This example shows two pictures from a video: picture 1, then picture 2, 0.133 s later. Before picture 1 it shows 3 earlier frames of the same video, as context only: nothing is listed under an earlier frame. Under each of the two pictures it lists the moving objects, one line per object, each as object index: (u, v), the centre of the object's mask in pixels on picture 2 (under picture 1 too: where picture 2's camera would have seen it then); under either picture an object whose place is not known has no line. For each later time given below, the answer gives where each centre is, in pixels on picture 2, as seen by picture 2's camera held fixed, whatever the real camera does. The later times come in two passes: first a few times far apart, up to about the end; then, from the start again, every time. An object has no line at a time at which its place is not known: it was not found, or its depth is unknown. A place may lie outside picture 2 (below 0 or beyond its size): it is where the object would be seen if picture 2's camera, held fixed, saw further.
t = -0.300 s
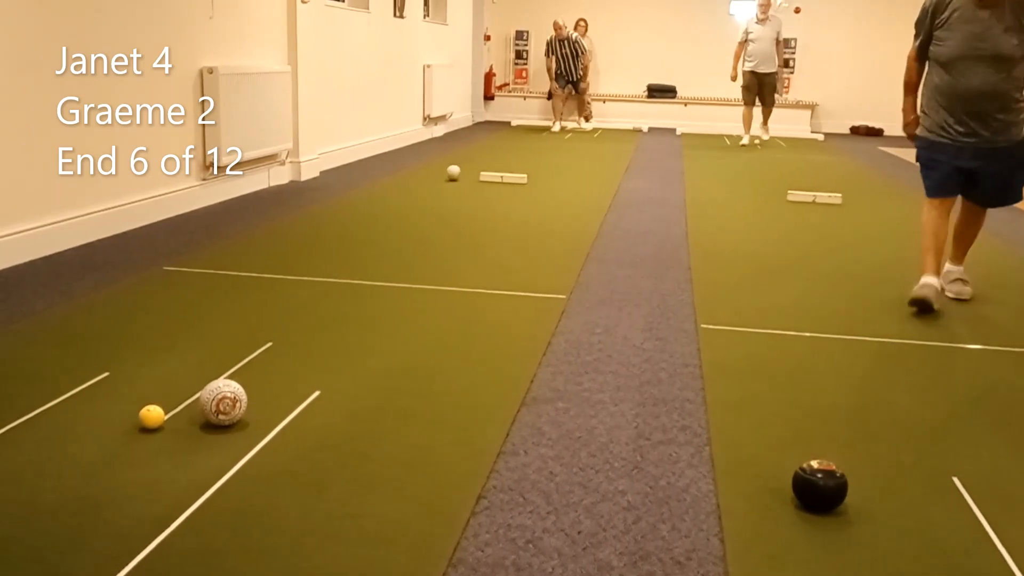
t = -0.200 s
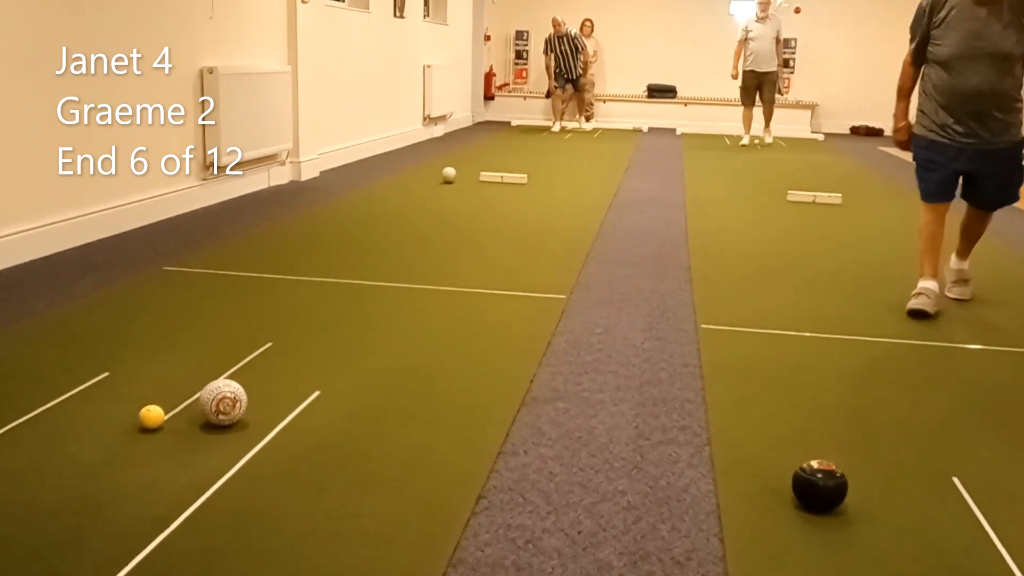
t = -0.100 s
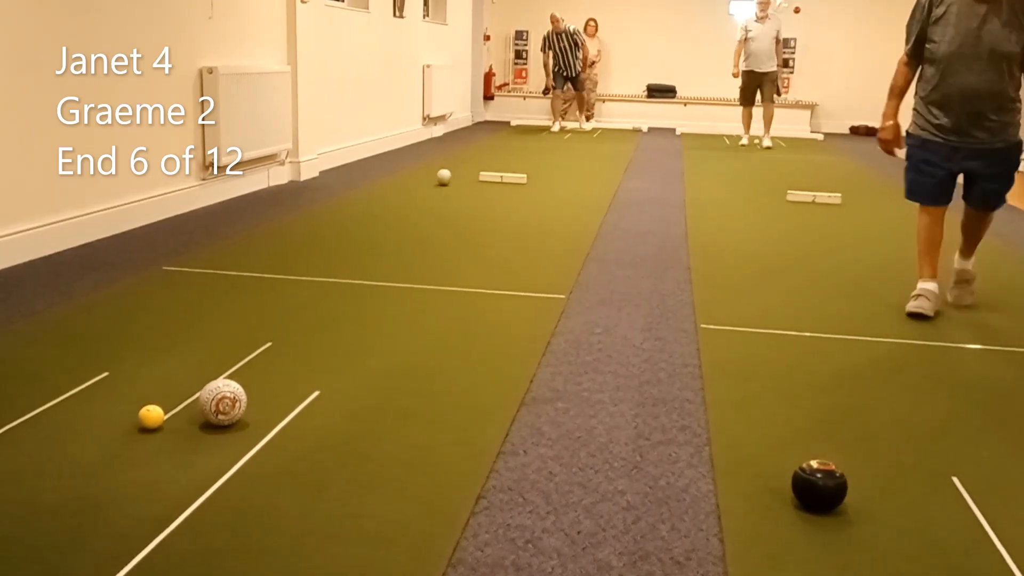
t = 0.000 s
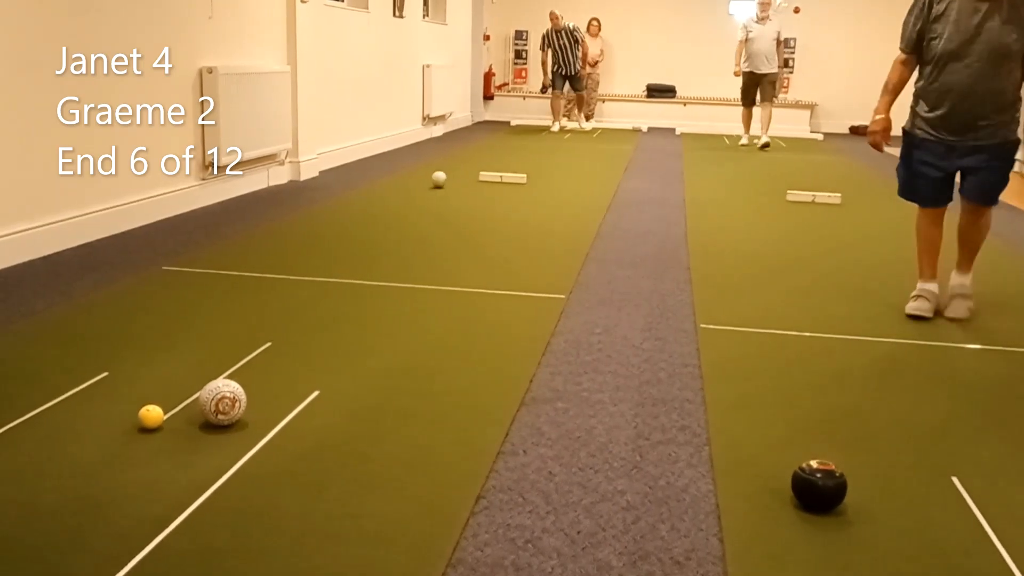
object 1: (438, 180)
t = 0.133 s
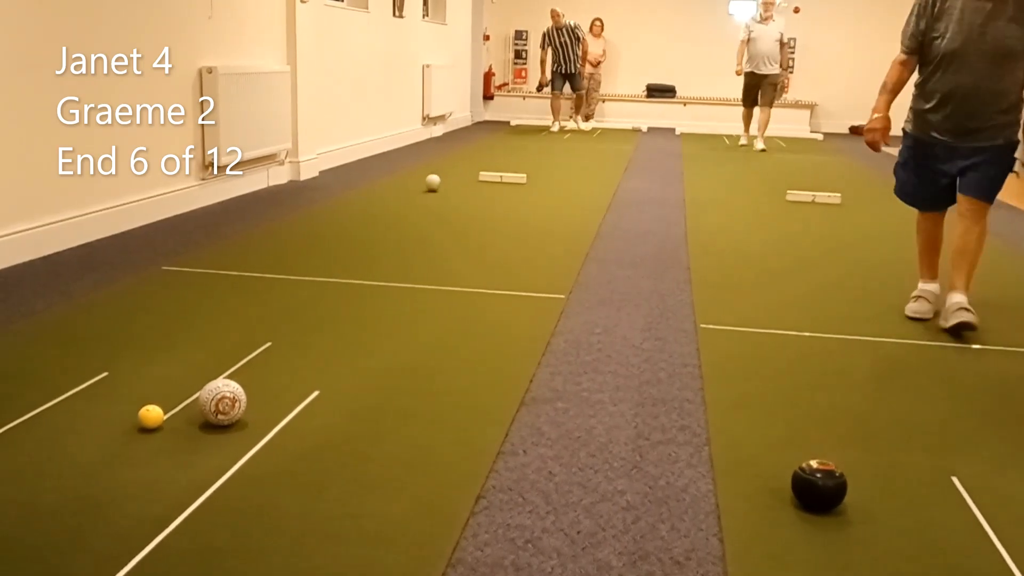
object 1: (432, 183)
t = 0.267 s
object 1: (426, 187)
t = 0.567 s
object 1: (413, 195)
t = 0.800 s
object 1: (402, 202)
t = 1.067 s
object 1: (390, 210)
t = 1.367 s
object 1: (376, 220)
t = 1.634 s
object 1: (364, 230)
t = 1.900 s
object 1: (351, 240)
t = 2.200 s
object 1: (336, 253)
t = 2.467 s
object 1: (322, 264)
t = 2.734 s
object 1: (307, 277)
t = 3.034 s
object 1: (289, 291)
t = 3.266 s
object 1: (274, 303)
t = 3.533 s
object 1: (260, 317)
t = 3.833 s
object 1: (246, 333)
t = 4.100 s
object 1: (236, 347)
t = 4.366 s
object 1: (229, 359)
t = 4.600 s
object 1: (225, 367)
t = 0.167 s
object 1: (431, 184)
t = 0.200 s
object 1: (429, 185)
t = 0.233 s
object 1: (428, 186)
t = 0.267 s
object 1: (426, 187)
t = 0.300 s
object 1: (425, 187)
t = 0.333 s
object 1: (423, 188)
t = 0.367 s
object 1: (422, 189)
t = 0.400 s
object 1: (420, 190)
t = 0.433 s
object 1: (419, 191)
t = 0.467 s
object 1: (417, 192)
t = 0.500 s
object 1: (415, 193)
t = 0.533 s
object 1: (414, 194)
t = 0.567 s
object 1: (413, 195)
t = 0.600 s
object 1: (411, 196)
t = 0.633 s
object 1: (409, 197)
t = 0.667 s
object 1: (408, 198)
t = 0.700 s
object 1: (407, 199)
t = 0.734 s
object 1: (405, 200)
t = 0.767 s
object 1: (404, 201)
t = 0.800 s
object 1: (402, 202)
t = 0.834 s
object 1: (401, 202)
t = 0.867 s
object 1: (399, 204)
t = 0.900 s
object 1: (398, 205)
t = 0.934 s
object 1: (396, 206)
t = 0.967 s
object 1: (395, 207)
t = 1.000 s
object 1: (393, 208)
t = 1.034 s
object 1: (392, 209)
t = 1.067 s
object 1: (390, 210)
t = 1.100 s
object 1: (388, 211)
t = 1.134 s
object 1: (387, 212)
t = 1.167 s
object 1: (385, 213)
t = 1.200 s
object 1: (383, 214)
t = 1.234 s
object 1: (382, 215)
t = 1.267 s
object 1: (381, 217)
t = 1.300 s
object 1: (379, 218)
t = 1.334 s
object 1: (377, 219)
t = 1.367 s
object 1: (376, 220)
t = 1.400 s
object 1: (374, 221)
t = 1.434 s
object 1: (373, 222)
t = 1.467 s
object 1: (371, 223)
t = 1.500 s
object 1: (370, 225)
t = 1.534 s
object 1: (369, 226)
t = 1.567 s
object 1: (367, 227)
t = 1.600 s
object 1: (365, 229)
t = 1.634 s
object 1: (364, 230)
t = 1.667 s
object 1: (362, 231)
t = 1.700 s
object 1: (361, 232)
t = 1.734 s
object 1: (359, 234)
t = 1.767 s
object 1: (358, 235)
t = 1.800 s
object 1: (356, 236)
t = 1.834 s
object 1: (355, 238)
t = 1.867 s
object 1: (353, 239)
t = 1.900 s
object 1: (351, 240)
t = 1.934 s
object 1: (350, 241)
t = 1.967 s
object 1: (348, 243)
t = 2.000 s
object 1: (346, 244)
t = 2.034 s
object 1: (344, 246)
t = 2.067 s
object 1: (343, 247)
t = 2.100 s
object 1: (341, 248)
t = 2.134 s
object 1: (340, 250)
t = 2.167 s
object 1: (338, 251)
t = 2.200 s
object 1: (336, 253)
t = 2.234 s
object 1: (334, 254)
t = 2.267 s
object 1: (333, 255)
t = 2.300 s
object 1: (331, 257)
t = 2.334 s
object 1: (329, 258)
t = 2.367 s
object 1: (327, 260)
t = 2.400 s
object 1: (326, 261)
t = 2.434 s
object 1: (324, 263)
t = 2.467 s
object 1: (322, 264)
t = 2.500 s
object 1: (320, 266)
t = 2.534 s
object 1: (318, 267)
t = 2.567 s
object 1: (316, 269)
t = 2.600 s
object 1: (315, 271)
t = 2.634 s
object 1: (313, 272)
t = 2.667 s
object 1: (311, 274)
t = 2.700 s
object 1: (309, 275)
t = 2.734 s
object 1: (307, 277)
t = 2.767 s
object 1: (305, 278)
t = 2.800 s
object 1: (303, 280)
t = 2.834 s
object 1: (300, 282)
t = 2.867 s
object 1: (299, 283)
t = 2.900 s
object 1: (296, 285)
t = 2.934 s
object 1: (294, 286)
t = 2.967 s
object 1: (292, 288)
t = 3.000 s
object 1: (290, 290)
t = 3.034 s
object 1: (289, 291)
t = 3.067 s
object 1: (287, 293)
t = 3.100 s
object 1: (285, 294)
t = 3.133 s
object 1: (282, 296)
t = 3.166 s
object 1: (280, 298)
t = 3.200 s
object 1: (278, 299)
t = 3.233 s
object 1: (277, 301)
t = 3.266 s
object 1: (274, 303)
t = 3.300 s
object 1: (272, 305)
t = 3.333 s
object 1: (271, 306)
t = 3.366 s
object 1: (269, 308)
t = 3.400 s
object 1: (267, 310)
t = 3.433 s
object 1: (265, 312)
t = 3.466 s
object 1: (263, 313)
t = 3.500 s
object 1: (262, 315)
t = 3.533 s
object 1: (260, 317)
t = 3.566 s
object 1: (258, 319)
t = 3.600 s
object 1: (257, 320)
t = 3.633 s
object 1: (256, 322)
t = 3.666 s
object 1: (254, 324)
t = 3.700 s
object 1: (252, 326)
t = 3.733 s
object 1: (251, 327)
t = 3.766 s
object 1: (249, 329)
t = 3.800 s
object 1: (248, 331)
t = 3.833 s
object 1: (246, 333)
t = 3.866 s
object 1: (245, 335)
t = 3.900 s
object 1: (244, 336)
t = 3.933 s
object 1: (242, 338)
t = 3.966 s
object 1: (241, 340)
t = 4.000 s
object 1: (240, 341)
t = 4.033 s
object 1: (238, 344)
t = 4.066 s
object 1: (237, 345)
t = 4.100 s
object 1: (236, 347)
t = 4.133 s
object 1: (235, 349)
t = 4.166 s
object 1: (234, 351)
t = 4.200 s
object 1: (232, 353)
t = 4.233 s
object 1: (231, 354)
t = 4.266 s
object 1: (230, 355)
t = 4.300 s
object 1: (230, 357)
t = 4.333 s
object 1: (229, 358)
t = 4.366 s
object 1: (229, 359)
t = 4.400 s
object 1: (228, 361)
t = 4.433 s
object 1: (228, 362)
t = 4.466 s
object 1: (227, 362)
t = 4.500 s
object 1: (227, 364)
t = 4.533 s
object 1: (227, 365)
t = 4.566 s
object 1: (226, 365)
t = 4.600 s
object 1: (225, 367)
